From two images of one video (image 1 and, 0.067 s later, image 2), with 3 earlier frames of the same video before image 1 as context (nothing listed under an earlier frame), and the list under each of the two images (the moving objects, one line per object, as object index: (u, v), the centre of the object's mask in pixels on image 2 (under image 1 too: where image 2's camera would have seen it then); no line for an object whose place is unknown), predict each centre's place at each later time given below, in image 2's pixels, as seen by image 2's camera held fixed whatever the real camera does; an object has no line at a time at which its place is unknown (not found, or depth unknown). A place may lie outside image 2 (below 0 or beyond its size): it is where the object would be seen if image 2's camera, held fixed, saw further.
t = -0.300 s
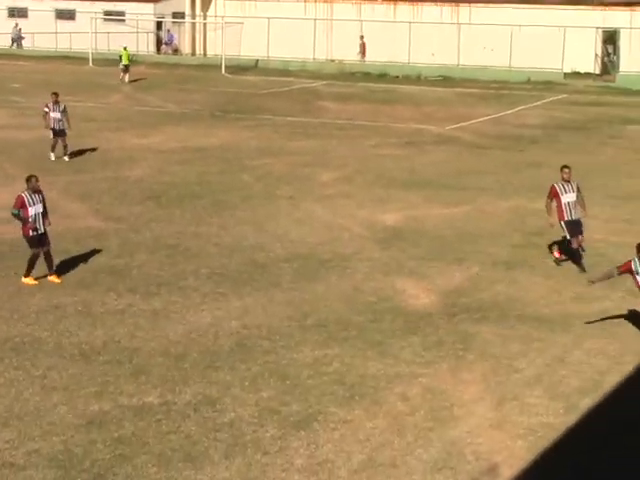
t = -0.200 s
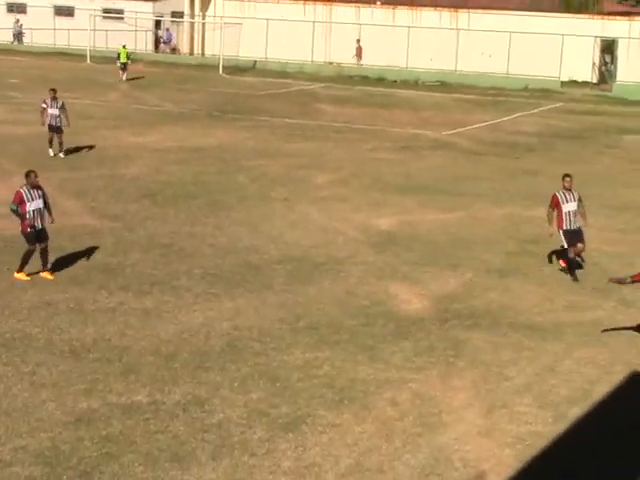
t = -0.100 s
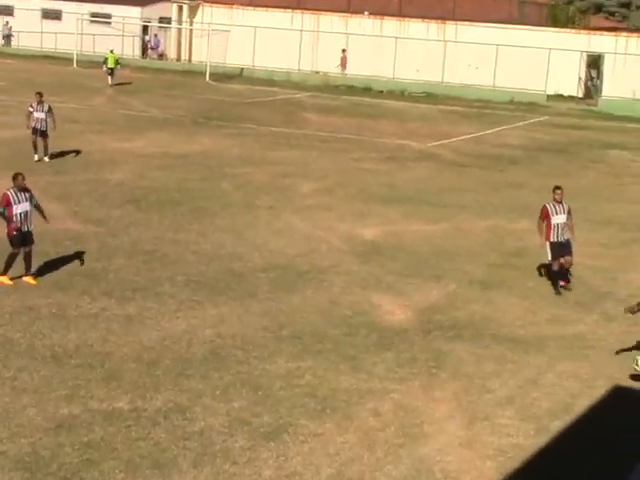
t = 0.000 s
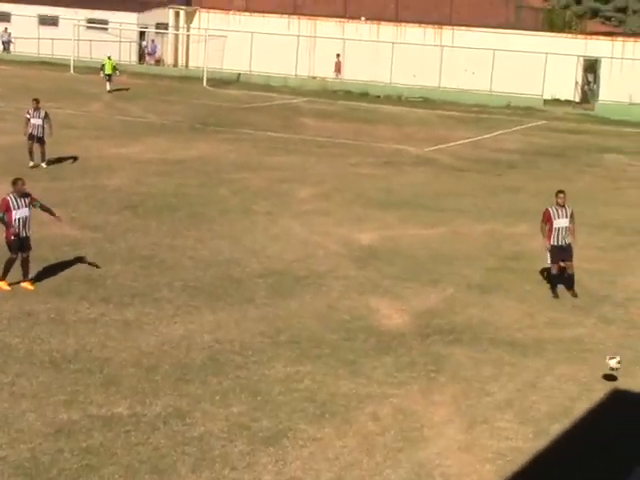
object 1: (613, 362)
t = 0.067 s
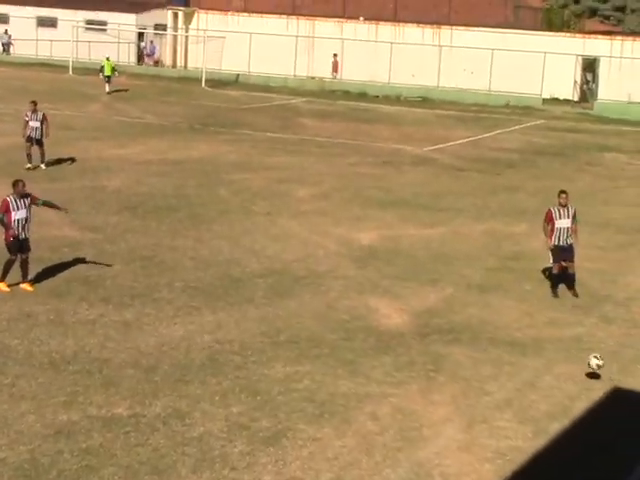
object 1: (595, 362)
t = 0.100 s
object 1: (586, 364)
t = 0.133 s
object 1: (577, 366)
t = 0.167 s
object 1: (568, 369)
